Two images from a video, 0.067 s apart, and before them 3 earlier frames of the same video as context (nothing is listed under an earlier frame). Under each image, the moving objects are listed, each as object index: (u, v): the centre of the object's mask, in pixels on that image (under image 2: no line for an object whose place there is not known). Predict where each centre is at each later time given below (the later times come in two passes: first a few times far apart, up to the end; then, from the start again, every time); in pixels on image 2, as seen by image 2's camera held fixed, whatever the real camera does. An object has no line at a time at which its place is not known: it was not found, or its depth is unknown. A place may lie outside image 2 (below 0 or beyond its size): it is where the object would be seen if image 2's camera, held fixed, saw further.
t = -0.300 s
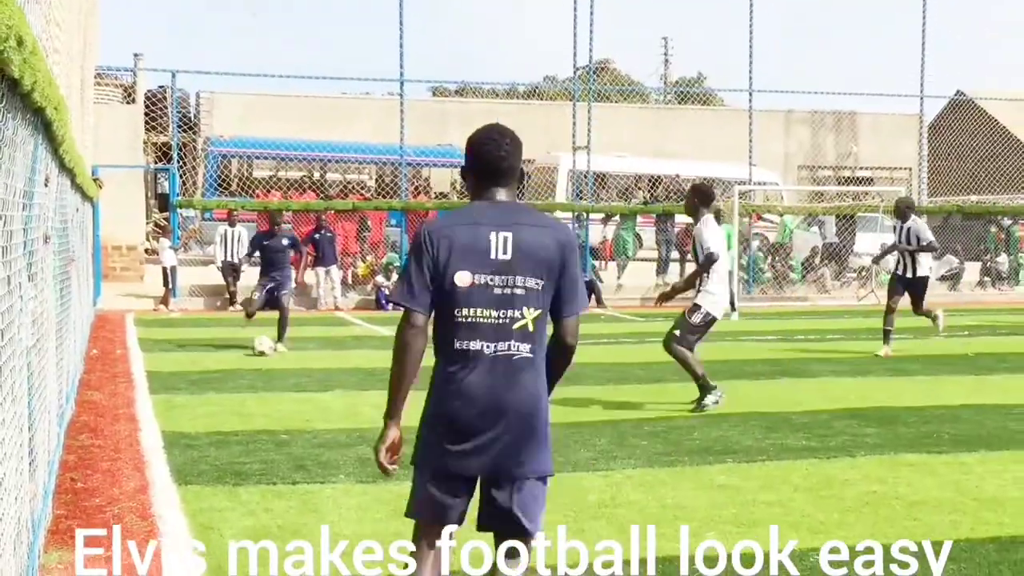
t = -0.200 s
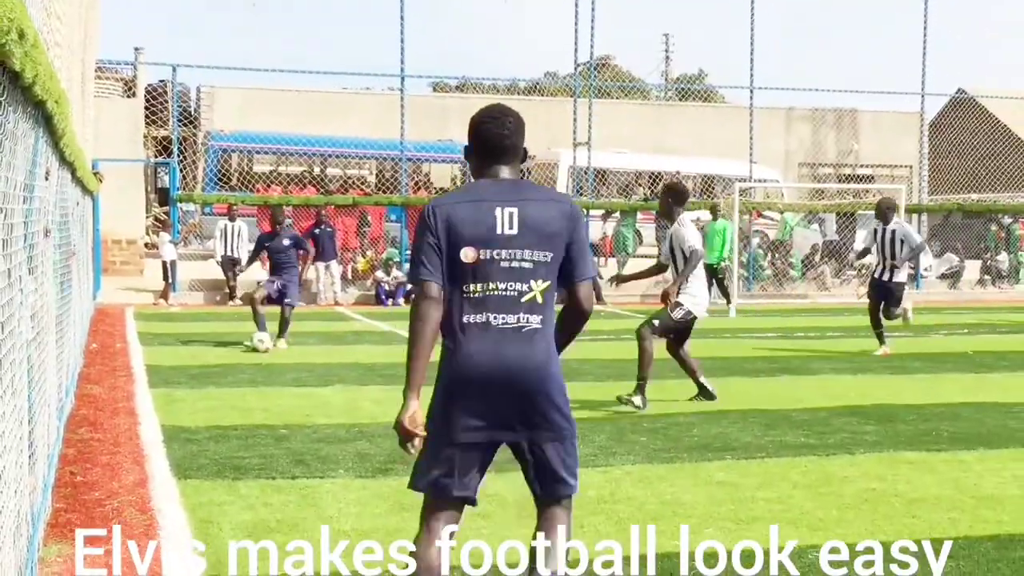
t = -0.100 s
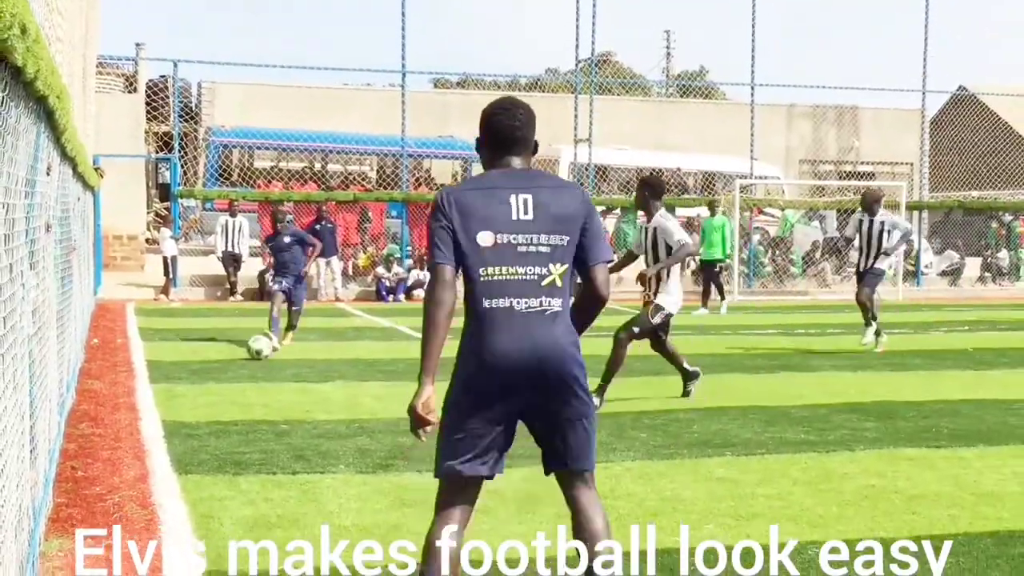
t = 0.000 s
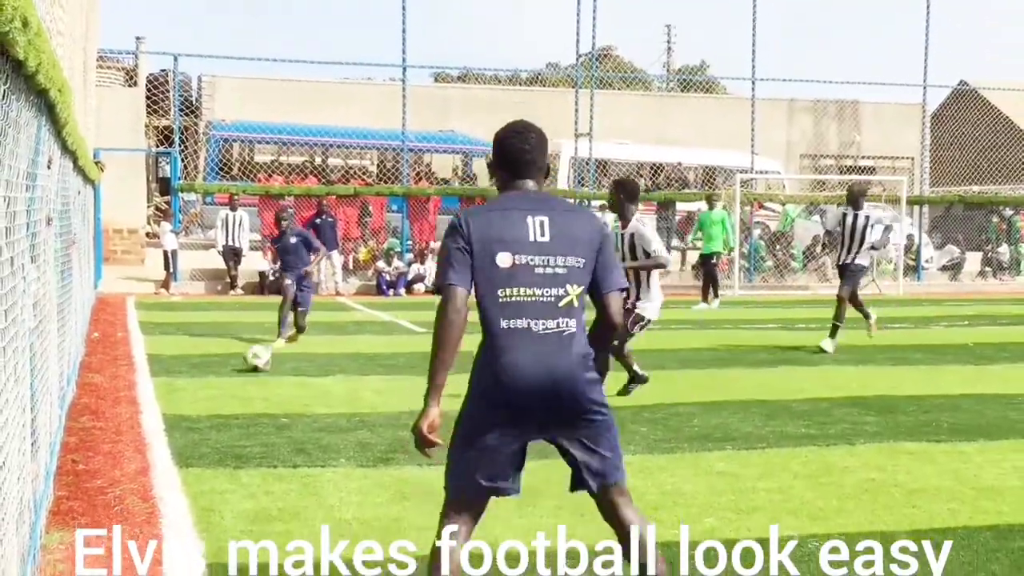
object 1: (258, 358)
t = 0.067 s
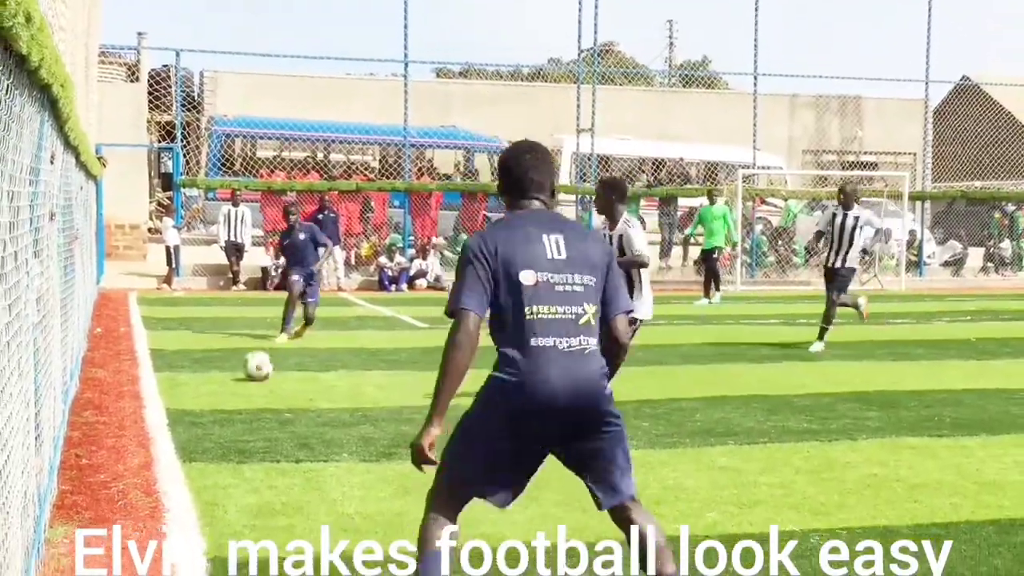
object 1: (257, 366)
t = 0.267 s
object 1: (248, 414)
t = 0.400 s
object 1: (242, 468)
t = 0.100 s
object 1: (256, 373)
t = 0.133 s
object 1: (255, 380)
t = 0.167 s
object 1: (253, 390)
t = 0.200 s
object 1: (251, 399)
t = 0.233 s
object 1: (250, 407)
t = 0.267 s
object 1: (248, 414)
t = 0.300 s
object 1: (247, 424)
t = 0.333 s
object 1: (244, 435)
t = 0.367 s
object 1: (242, 451)
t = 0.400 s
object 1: (242, 468)
